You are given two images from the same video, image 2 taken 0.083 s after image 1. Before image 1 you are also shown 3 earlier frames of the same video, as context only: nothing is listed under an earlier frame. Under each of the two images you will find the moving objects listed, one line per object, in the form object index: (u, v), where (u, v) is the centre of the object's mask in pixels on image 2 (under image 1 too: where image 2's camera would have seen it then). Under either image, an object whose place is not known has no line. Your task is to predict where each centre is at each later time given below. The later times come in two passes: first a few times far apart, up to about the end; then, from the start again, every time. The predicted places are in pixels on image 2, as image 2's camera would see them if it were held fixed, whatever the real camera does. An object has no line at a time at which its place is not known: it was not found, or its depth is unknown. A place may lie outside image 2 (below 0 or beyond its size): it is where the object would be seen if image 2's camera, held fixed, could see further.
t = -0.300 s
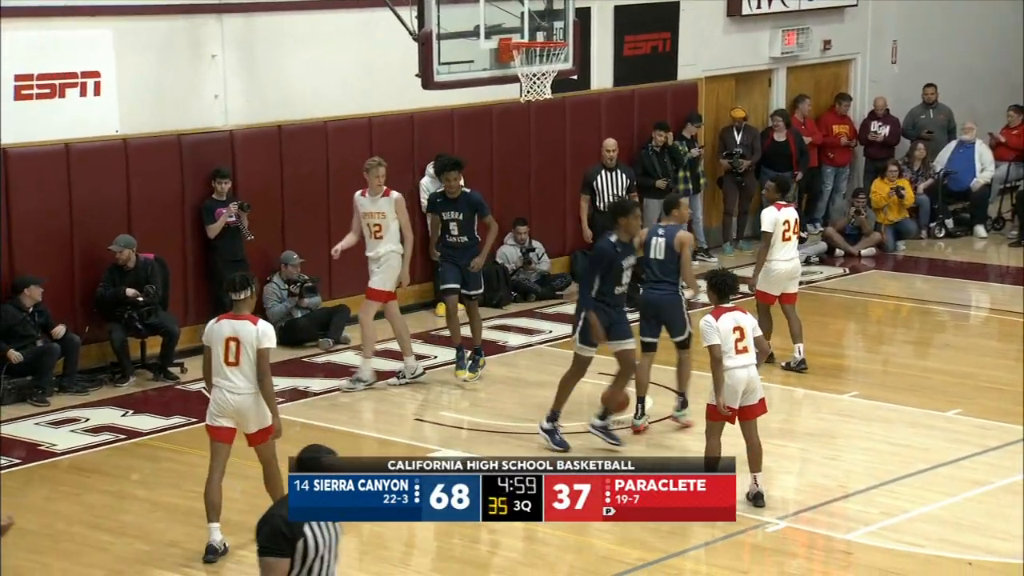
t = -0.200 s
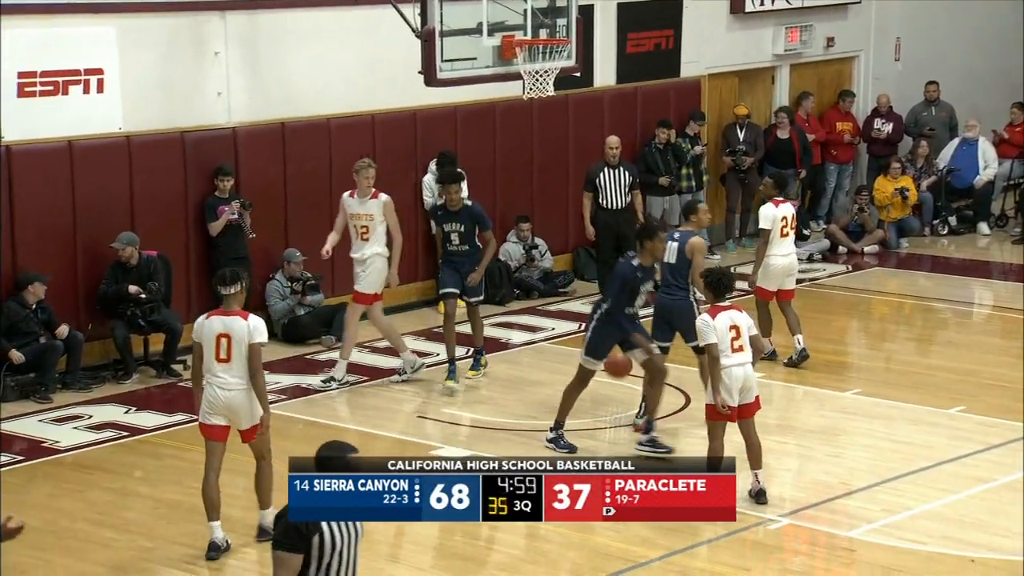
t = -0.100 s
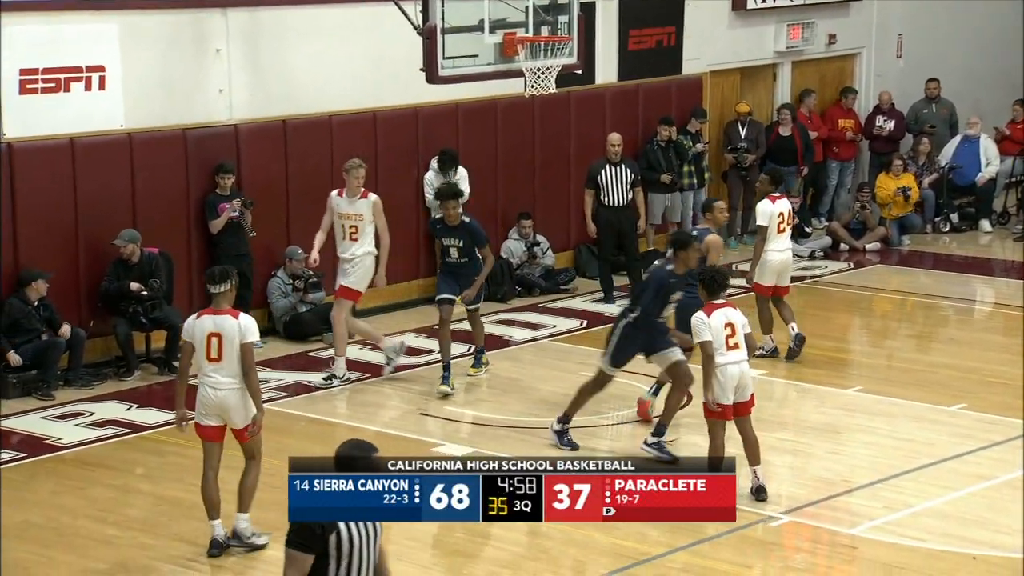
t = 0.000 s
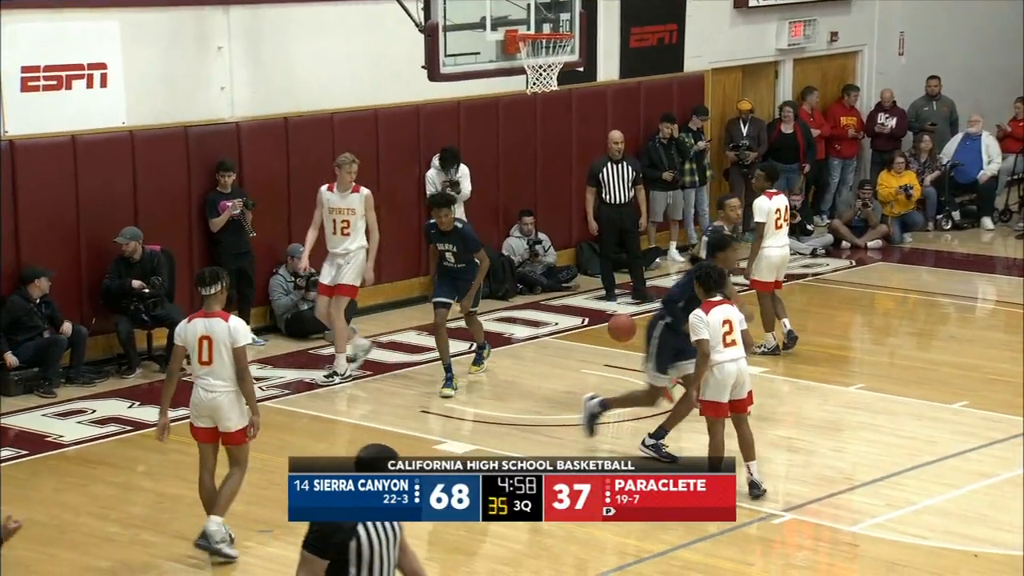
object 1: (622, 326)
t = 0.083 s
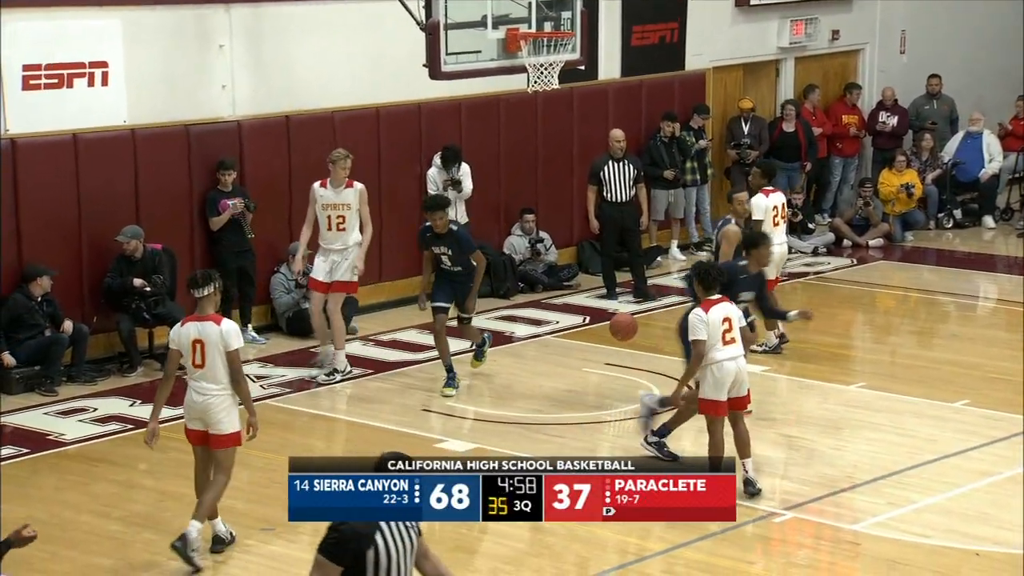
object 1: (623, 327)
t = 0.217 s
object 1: (623, 343)
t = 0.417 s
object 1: (624, 373)
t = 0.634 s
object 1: (626, 338)
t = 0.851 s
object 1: (627, 355)
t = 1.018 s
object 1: (627, 361)
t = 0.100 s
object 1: (623, 327)
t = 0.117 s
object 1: (623, 329)
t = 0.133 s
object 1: (623, 330)
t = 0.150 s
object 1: (623, 333)
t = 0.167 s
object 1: (623, 335)
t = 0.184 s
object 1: (623, 337)
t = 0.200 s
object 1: (624, 340)
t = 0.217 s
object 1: (623, 343)
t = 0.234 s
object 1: (623, 347)
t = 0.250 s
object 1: (623, 350)
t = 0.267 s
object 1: (624, 355)
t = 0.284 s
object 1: (624, 360)
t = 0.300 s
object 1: (624, 364)
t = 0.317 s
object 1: (624, 369)
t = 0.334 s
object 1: (624, 375)
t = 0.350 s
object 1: (624, 381)
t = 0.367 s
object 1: (624, 387)
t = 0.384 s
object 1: (624, 383)
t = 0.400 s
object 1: (624, 378)
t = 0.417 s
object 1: (624, 373)
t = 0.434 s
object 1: (624, 369)
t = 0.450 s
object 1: (625, 365)
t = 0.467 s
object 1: (625, 361)
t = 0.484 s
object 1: (625, 357)
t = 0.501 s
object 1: (625, 354)
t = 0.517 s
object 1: (625, 351)
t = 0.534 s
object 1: (625, 348)
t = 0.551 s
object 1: (625, 346)
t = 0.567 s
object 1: (625, 344)
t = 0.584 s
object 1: (625, 342)
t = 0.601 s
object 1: (625, 341)
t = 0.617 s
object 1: (625, 340)
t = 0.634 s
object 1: (626, 338)
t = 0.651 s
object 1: (626, 338)
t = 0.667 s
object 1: (626, 338)
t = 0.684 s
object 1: (626, 338)
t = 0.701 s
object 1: (626, 338)
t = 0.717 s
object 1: (626, 339)
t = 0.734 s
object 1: (626, 340)
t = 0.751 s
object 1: (626, 341)
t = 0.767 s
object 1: (626, 343)
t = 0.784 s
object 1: (626, 345)
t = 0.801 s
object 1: (627, 347)
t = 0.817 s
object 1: (627, 350)
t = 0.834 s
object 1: (627, 353)
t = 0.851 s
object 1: (627, 355)
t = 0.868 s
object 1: (627, 358)
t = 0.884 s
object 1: (627, 364)
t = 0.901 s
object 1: (627, 368)
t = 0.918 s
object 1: (627, 372)
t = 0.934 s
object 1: (627, 377)
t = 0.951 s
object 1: (627, 376)
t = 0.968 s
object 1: (627, 372)
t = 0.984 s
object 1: (627, 368)
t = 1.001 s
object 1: (627, 364)
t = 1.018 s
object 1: (627, 361)
